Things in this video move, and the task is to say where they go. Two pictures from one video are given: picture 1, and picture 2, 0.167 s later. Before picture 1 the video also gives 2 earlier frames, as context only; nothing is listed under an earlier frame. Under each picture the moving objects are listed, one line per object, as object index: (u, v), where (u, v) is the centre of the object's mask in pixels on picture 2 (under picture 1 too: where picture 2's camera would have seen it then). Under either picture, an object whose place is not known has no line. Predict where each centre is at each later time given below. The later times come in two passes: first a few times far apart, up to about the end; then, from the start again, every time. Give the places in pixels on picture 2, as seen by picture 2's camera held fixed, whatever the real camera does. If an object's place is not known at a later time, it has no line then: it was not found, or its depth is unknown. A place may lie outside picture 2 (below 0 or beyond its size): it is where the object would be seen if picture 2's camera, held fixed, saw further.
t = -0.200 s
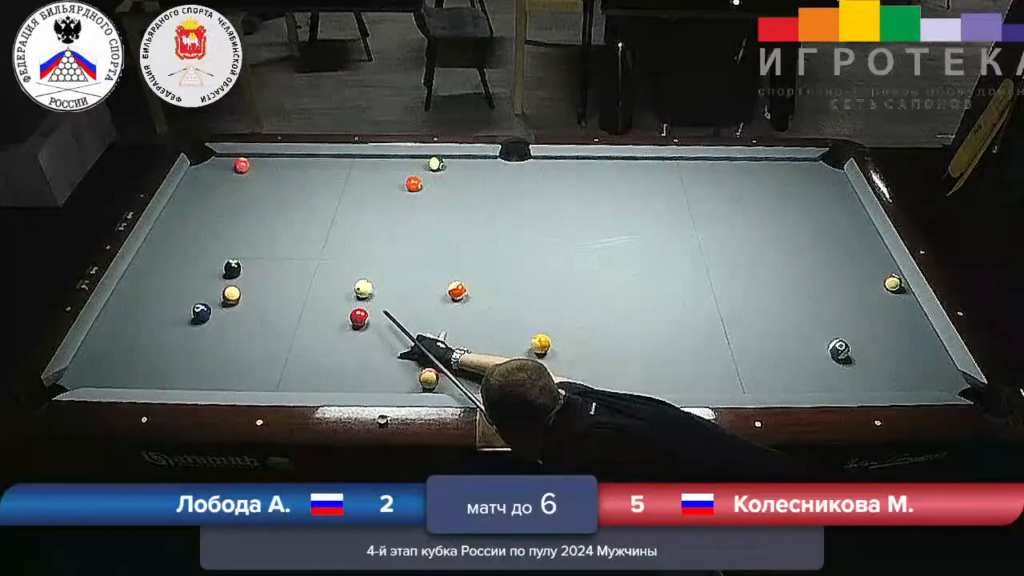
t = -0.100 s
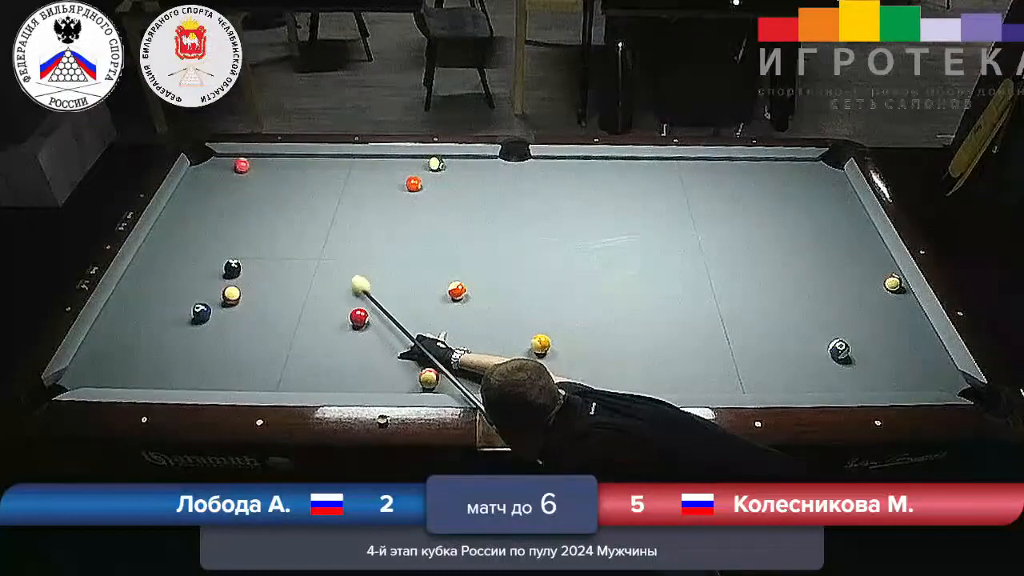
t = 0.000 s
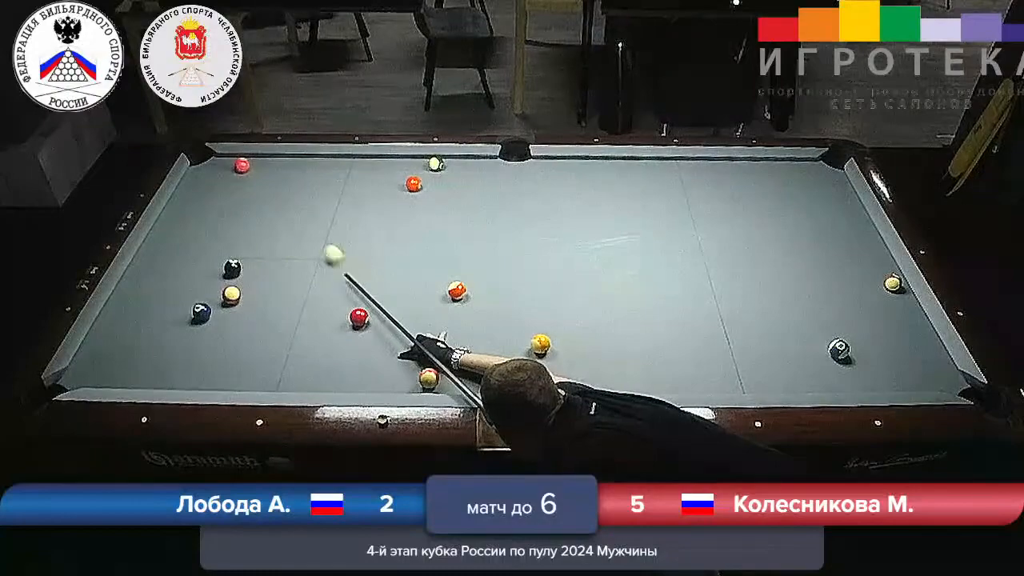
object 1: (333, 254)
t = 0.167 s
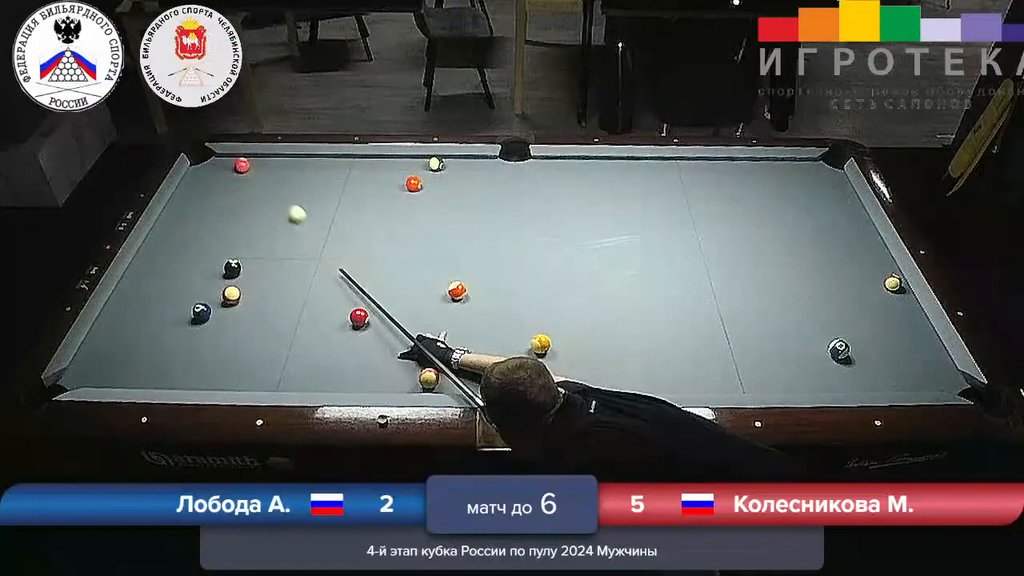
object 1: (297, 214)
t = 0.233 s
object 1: (284, 200)
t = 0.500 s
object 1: (255, 165)
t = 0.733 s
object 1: (230, 187)
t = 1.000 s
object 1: (195, 210)
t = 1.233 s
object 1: (167, 230)
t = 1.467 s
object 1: (151, 250)
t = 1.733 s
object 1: (150, 269)
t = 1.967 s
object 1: (149, 287)
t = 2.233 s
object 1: (147, 308)
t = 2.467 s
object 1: (146, 326)
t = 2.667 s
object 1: (144, 343)
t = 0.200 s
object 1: (288, 205)
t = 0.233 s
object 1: (284, 200)
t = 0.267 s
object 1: (276, 191)
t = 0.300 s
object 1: (269, 182)
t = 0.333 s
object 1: (265, 178)
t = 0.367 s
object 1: (258, 170)
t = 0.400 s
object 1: (258, 162)
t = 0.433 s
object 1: (260, 160)
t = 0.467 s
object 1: (259, 161)
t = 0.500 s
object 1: (255, 165)
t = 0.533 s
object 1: (253, 168)
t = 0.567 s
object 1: (248, 172)
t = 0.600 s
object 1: (244, 176)
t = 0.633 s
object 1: (241, 178)
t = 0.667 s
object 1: (237, 182)
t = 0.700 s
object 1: (232, 185)
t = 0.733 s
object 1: (230, 187)
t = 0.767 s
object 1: (225, 190)
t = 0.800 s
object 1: (220, 194)
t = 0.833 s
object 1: (217, 195)
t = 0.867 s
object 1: (212, 199)
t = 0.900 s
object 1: (208, 202)
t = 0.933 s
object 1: (205, 204)
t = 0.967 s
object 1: (200, 207)
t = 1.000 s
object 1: (195, 210)
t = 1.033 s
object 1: (193, 212)
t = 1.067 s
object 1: (188, 216)
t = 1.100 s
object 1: (185, 217)
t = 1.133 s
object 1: (180, 221)
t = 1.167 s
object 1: (175, 225)
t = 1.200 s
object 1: (172, 226)
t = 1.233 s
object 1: (167, 230)
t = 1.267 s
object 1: (162, 233)
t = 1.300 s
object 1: (160, 235)
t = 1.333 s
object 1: (154, 239)
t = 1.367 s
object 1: (151, 242)
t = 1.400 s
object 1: (151, 243)
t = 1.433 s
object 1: (151, 246)
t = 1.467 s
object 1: (151, 250)
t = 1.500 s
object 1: (151, 251)
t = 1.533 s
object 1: (151, 254)
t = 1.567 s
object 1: (151, 257)
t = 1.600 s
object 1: (151, 258)
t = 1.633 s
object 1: (151, 261)
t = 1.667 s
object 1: (150, 265)
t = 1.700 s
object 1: (150, 266)
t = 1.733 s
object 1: (150, 269)
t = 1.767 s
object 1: (150, 272)
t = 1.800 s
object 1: (150, 273)
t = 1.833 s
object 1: (150, 276)
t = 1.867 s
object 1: (149, 280)
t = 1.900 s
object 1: (149, 281)
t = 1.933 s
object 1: (149, 284)
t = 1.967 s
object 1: (149, 287)
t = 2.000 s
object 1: (148, 289)
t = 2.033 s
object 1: (148, 292)
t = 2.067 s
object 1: (148, 295)
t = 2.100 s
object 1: (148, 296)
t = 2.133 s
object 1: (148, 300)
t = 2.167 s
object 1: (147, 303)
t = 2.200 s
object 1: (147, 304)
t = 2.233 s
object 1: (147, 308)
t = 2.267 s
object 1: (147, 311)
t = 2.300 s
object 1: (146, 312)
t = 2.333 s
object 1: (146, 316)
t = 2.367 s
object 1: (146, 318)
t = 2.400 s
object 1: (146, 320)
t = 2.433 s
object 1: (146, 323)
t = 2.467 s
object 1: (146, 326)
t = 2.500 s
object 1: (145, 328)
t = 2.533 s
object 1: (145, 331)
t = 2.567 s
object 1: (144, 334)
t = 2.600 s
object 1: (144, 336)
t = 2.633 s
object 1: (144, 339)
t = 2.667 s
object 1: (144, 343)
